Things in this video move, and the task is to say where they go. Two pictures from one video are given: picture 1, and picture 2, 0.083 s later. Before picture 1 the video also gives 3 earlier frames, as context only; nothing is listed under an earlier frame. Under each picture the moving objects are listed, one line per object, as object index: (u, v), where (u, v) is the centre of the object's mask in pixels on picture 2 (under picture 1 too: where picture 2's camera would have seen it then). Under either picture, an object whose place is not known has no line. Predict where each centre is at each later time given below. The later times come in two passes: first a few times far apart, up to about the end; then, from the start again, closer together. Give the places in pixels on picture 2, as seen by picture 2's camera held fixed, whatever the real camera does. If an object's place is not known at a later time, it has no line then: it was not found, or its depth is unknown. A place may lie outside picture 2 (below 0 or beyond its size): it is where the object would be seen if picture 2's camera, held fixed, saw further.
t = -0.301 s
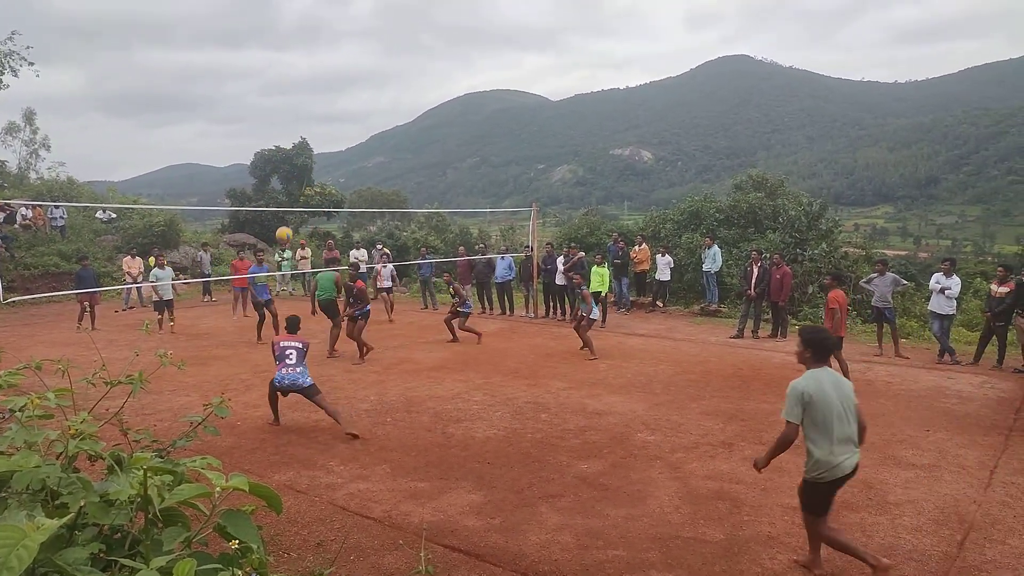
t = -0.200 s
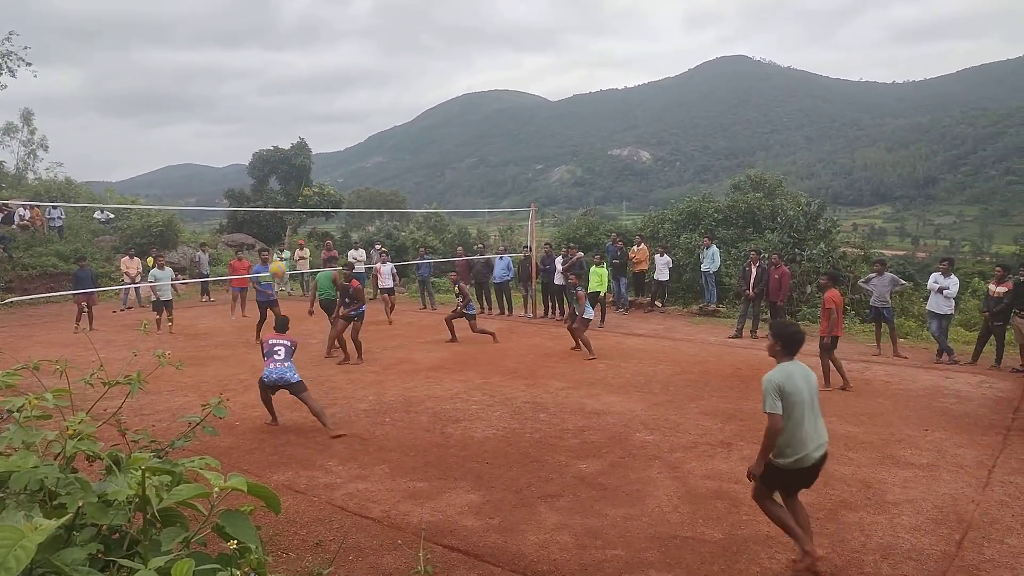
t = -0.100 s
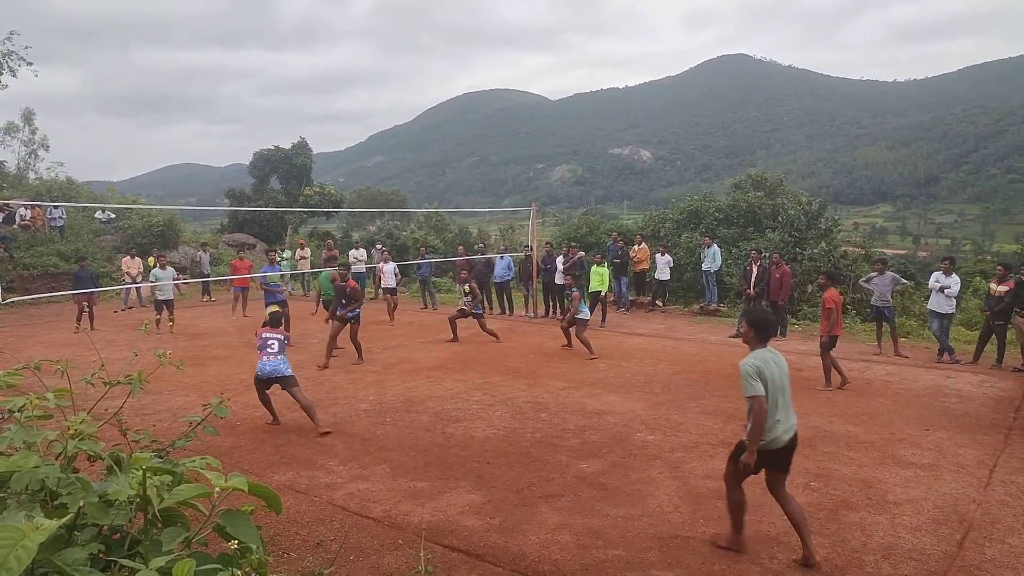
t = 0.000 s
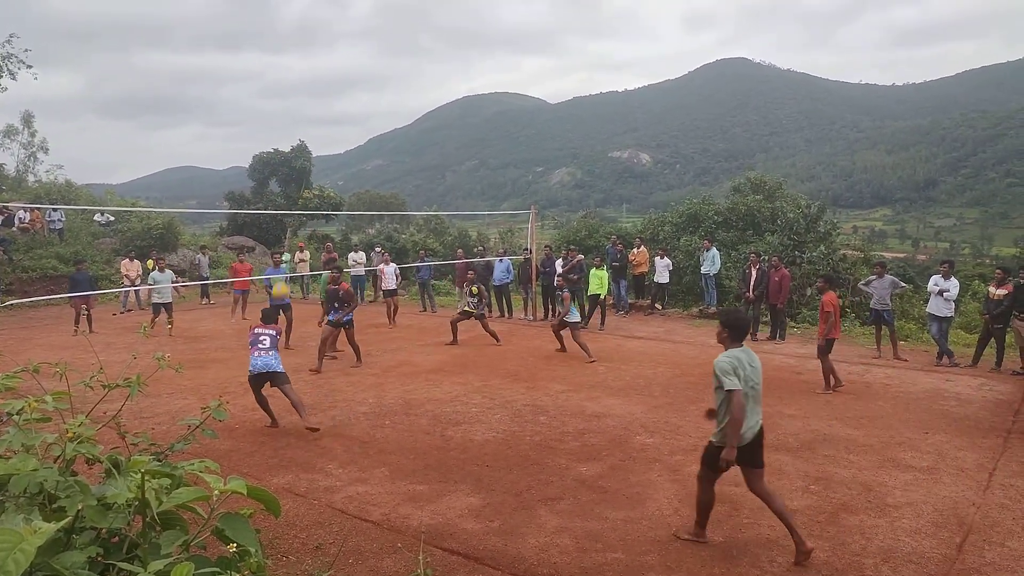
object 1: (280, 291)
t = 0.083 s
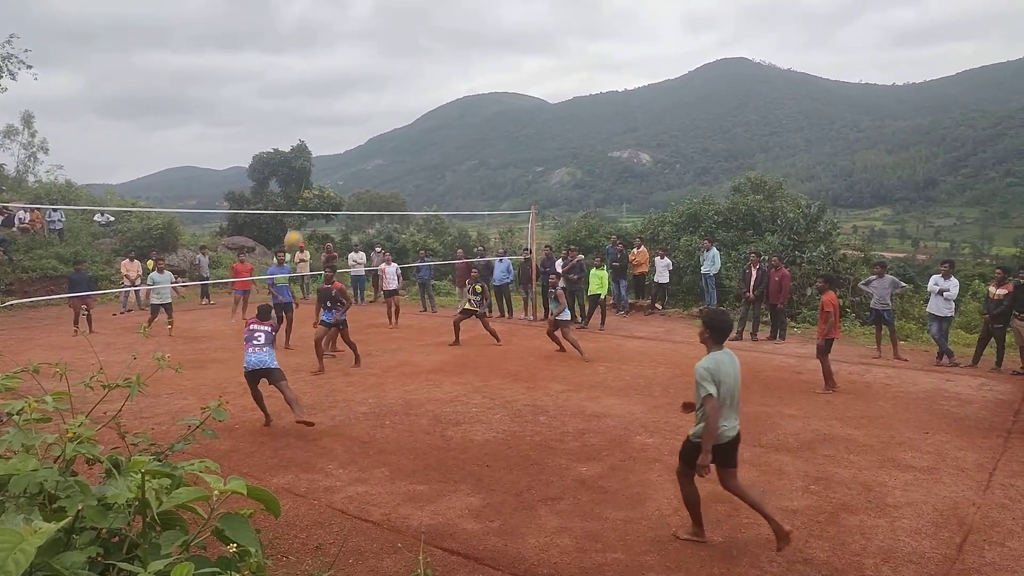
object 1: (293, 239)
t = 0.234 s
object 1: (315, 164)
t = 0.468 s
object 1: (350, 91)
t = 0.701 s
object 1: (381, 64)
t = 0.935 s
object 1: (411, 77)
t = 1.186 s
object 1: (440, 127)
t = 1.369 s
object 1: (459, 184)
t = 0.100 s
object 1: (296, 230)
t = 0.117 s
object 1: (298, 221)
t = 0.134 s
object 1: (301, 212)
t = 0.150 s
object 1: (303, 203)
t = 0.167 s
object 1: (306, 195)
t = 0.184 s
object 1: (308, 186)
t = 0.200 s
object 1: (310, 179)
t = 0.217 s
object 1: (313, 171)
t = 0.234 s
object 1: (315, 164)
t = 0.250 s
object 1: (318, 158)
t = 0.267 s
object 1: (320, 151)
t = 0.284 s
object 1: (323, 144)
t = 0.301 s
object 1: (325, 138)
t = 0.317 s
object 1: (328, 132)
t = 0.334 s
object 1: (330, 126)
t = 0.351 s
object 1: (333, 121)
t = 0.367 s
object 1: (335, 116)
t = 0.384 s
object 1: (337, 111)
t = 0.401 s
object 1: (340, 107)
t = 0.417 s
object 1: (342, 103)
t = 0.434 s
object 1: (344, 99)
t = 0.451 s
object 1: (347, 95)
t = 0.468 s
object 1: (350, 91)
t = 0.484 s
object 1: (352, 87)
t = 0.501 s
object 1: (354, 84)
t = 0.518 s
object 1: (356, 82)
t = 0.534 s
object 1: (358, 79)
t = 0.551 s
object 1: (361, 76)
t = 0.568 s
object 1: (363, 74)
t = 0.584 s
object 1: (366, 72)
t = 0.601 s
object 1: (368, 70)
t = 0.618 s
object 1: (370, 68)
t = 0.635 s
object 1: (372, 67)
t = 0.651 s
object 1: (374, 66)
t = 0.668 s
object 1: (377, 65)
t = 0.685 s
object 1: (379, 65)
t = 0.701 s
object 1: (381, 64)
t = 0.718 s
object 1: (383, 64)
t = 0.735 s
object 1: (385, 64)
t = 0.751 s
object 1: (387, 63)
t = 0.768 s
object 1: (390, 64)
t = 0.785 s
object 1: (392, 64)
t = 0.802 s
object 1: (394, 65)
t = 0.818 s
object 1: (396, 66)
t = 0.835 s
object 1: (398, 67)
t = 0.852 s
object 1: (400, 68)
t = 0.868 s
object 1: (402, 69)
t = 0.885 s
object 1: (405, 71)
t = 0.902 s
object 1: (407, 73)
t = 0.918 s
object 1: (409, 75)
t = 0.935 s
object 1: (411, 77)
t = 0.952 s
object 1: (413, 79)
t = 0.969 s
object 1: (415, 82)
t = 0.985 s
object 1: (417, 84)
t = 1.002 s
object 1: (419, 87)
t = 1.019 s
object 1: (421, 90)
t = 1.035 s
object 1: (423, 93)
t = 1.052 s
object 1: (425, 96)
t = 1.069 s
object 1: (427, 100)
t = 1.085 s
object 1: (428, 103)
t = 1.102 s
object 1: (430, 106)
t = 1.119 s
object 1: (433, 110)
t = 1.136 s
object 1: (435, 114)
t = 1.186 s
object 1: (440, 127)
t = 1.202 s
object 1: (442, 131)
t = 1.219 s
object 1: (444, 136)
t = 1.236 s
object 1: (445, 141)
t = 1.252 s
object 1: (447, 146)
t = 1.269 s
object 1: (449, 151)
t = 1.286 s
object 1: (450, 156)
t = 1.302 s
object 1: (452, 162)
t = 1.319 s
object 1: (454, 167)
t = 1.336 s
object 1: (456, 173)
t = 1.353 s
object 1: (457, 178)
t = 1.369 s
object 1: (459, 184)
